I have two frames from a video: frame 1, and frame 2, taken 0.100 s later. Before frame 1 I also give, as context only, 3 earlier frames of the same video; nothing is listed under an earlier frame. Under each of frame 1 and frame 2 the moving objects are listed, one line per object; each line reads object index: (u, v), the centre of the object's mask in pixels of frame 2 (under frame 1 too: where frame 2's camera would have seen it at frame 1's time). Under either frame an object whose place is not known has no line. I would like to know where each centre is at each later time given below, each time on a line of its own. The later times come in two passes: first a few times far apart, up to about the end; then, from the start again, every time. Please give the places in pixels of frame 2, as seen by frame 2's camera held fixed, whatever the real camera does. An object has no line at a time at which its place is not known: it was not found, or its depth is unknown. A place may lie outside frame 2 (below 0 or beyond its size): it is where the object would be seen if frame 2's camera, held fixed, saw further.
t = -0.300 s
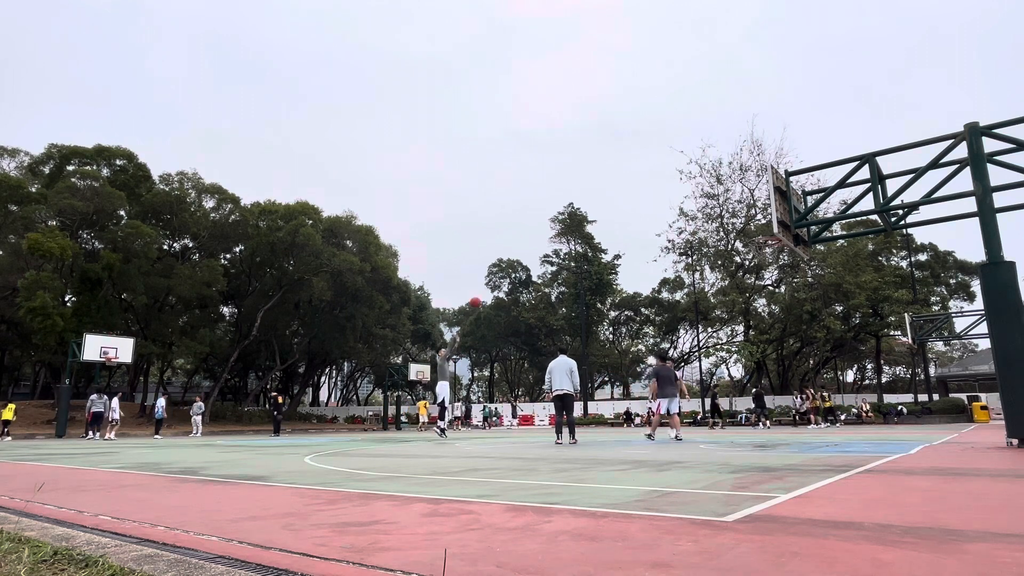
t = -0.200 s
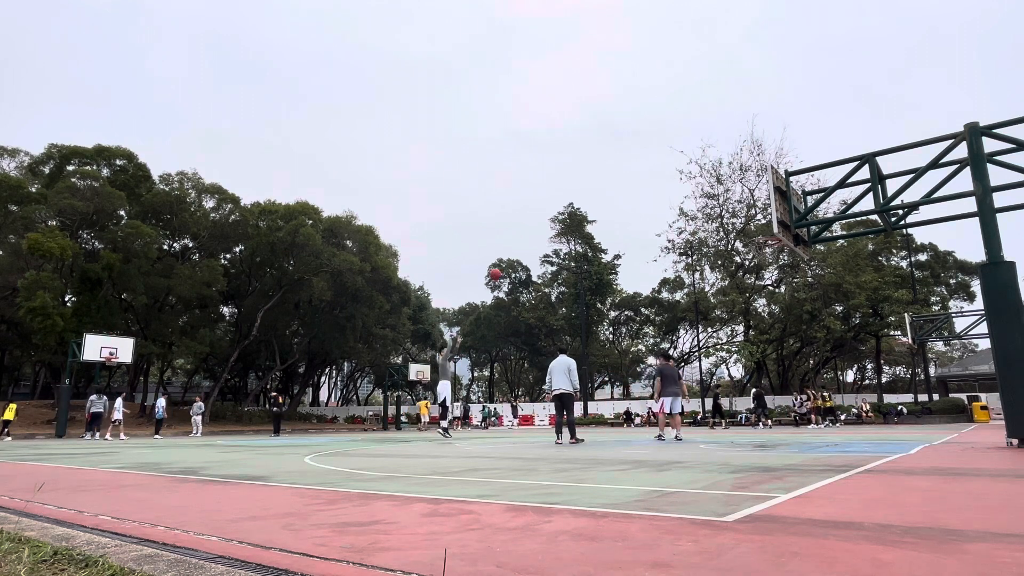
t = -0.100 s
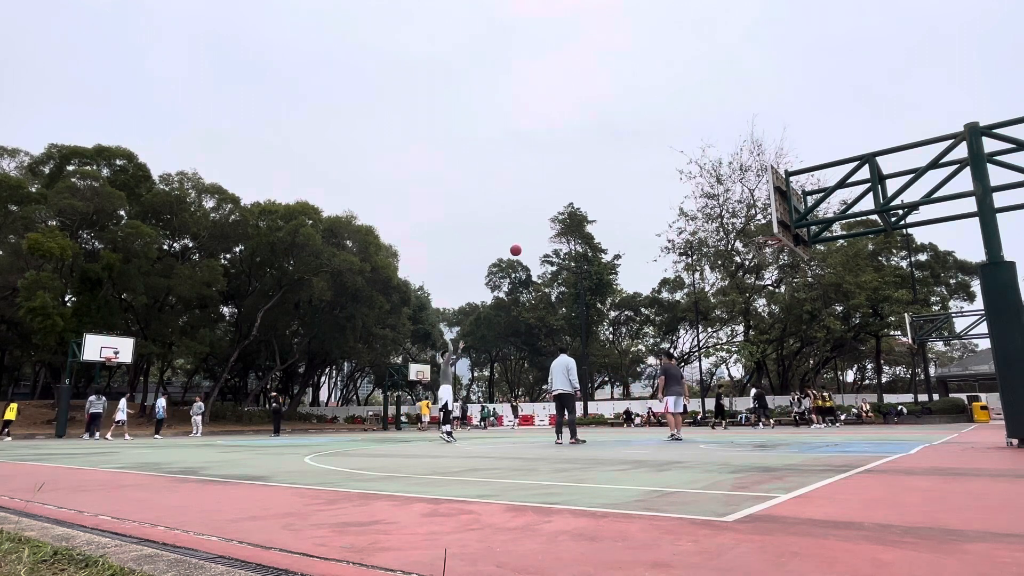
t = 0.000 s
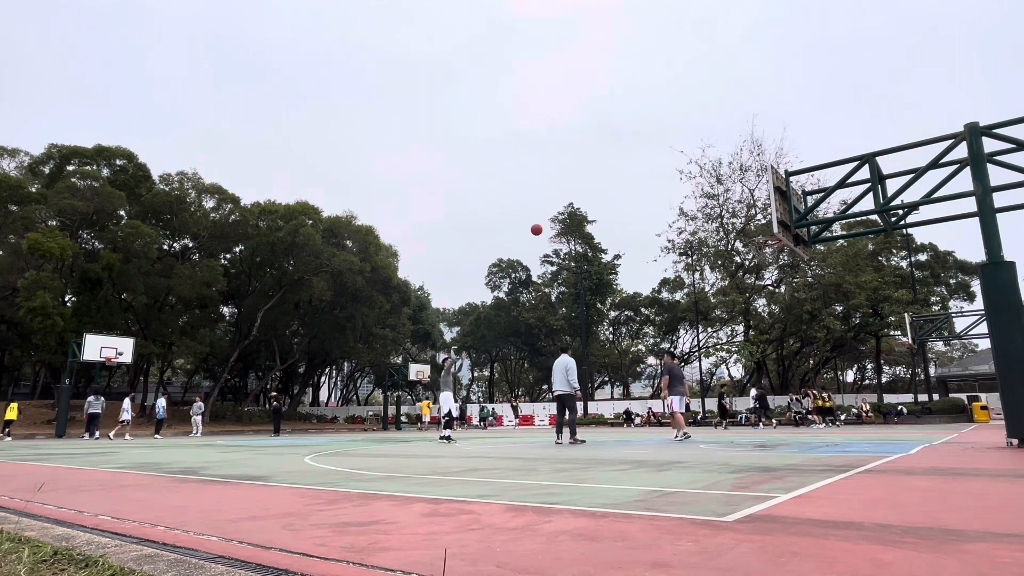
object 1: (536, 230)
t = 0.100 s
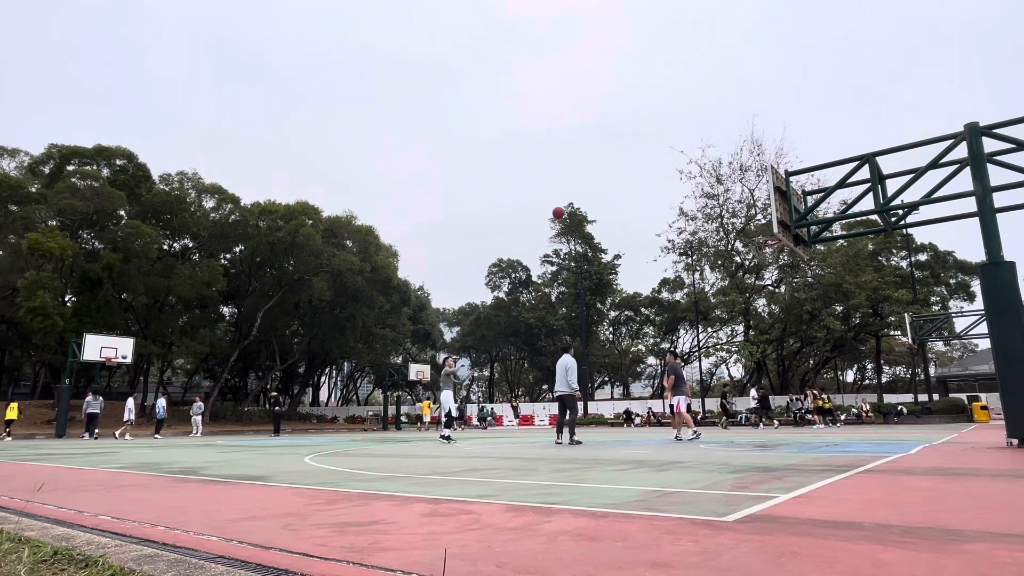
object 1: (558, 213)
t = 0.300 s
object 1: (605, 191)
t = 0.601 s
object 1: (687, 194)
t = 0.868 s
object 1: (768, 228)
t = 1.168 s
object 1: (706, 238)
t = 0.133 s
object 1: (566, 208)
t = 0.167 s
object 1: (573, 204)
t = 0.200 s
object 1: (581, 200)
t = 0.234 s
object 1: (589, 196)
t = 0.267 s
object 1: (597, 194)
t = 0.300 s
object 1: (605, 191)
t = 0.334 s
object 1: (613, 189)
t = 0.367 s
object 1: (621, 188)
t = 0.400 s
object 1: (630, 187)
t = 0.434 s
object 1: (639, 187)
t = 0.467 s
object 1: (648, 187)
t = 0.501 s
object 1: (658, 188)
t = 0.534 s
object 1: (667, 189)
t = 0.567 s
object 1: (677, 191)
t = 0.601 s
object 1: (687, 194)
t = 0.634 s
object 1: (698, 197)
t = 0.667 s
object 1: (709, 201)
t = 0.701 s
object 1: (719, 206)
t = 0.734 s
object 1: (731, 211)
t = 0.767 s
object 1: (742, 218)
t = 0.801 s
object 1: (755, 225)
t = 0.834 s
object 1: (765, 230)
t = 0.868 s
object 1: (768, 228)
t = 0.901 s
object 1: (768, 227)
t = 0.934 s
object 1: (763, 225)
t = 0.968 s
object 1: (753, 225)
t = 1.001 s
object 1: (746, 225)
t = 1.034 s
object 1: (737, 227)
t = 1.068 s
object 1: (730, 229)
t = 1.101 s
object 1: (721, 231)
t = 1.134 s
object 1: (713, 235)
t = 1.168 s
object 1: (706, 238)
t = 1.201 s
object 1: (698, 243)
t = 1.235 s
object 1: (690, 249)
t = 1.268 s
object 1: (682, 255)
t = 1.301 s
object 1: (675, 261)
